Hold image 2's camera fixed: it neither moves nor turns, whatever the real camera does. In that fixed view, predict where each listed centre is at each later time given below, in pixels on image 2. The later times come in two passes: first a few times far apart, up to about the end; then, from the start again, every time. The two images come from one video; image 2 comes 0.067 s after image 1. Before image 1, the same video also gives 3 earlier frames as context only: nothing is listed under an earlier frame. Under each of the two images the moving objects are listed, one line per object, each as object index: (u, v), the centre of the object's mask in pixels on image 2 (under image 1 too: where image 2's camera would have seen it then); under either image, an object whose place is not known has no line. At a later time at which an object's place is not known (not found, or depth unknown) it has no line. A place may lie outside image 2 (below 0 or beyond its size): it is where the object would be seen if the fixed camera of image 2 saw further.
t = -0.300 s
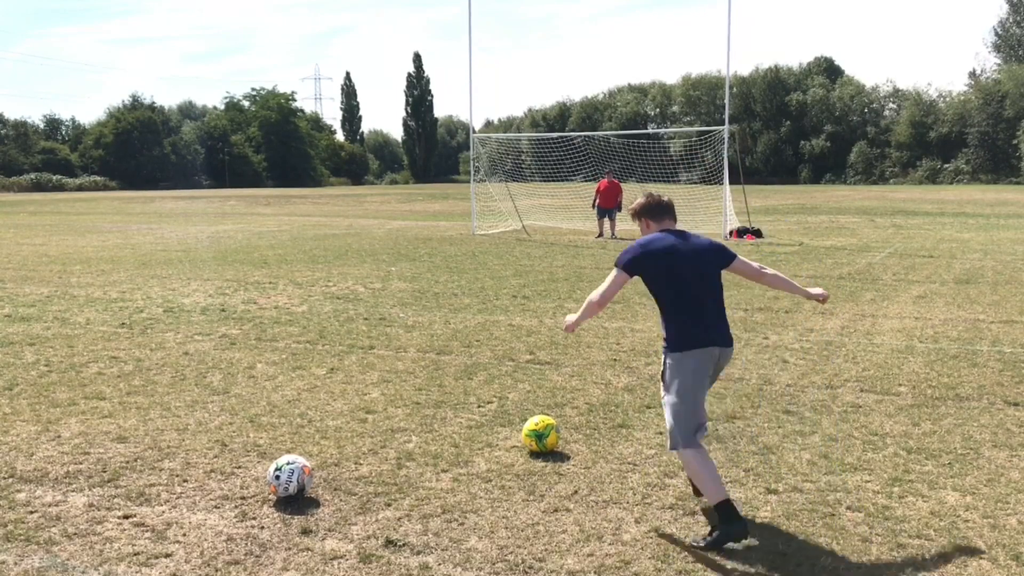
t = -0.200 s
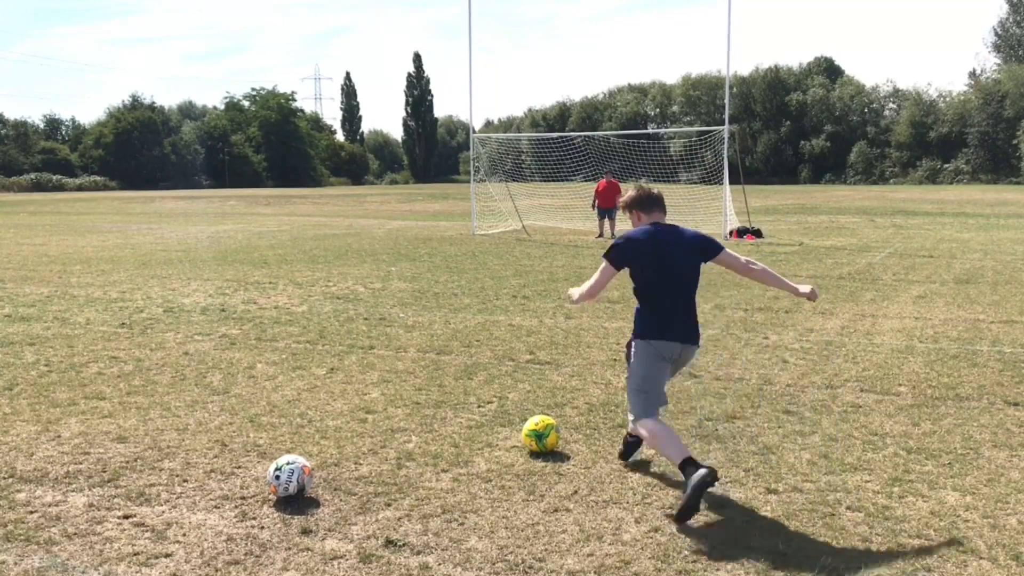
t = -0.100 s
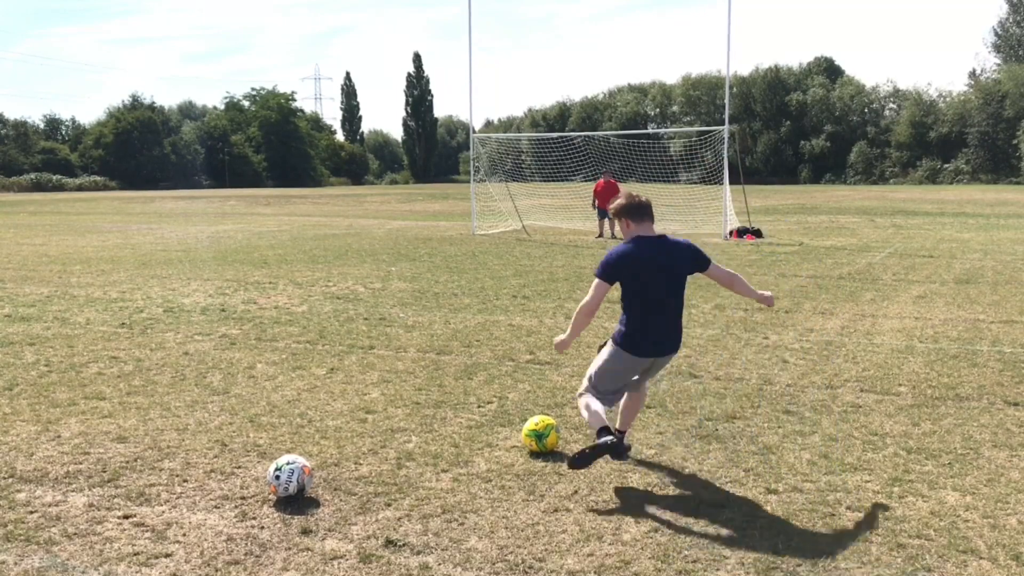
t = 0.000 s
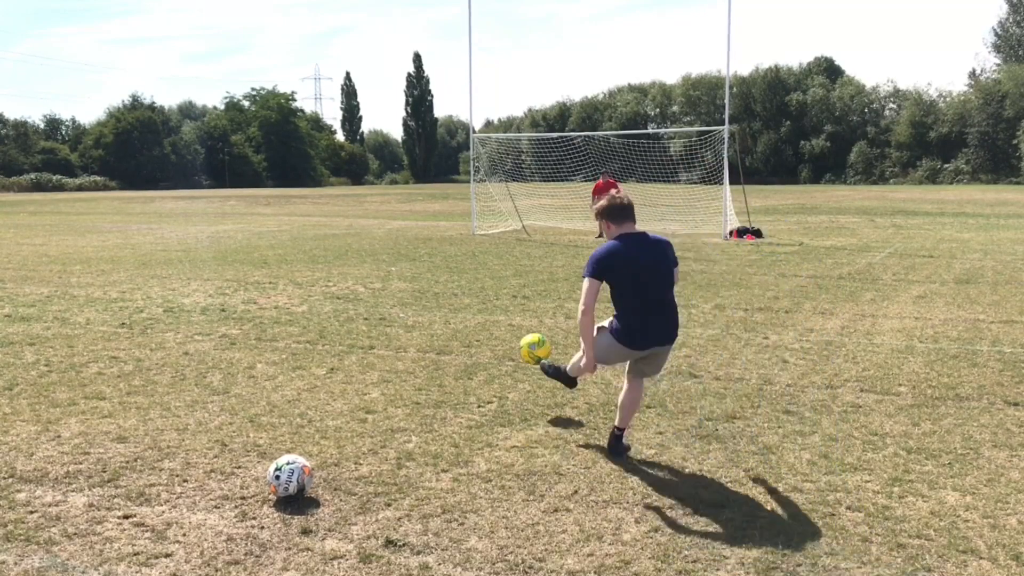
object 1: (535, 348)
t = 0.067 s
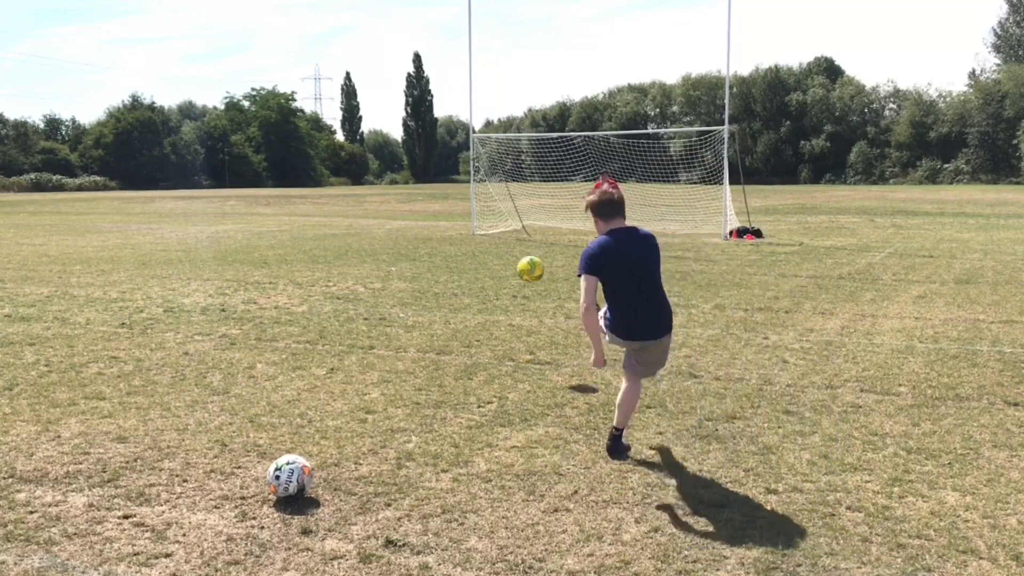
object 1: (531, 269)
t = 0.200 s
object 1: (534, 181)
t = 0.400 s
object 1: (549, 129)
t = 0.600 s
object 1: (569, 123)
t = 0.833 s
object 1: (594, 144)
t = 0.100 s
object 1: (530, 240)
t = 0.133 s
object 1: (531, 217)
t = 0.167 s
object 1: (531, 197)
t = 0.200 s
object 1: (534, 181)
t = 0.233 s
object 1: (537, 168)
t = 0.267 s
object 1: (539, 156)
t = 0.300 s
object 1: (541, 147)
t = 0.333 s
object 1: (544, 139)
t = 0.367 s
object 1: (546, 133)
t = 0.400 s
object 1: (549, 129)
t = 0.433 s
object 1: (552, 126)
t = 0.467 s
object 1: (556, 124)
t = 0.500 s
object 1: (559, 122)
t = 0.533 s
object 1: (562, 122)
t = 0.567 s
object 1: (566, 123)
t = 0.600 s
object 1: (569, 123)
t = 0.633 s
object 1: (573, 125)
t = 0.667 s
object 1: (576, 126)
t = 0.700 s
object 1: (580, 129)
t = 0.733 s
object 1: (584, 132)
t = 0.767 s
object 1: (587, 135)
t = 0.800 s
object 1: (591, 139)
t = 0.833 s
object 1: (594, 144)
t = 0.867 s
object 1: (598, 148)
